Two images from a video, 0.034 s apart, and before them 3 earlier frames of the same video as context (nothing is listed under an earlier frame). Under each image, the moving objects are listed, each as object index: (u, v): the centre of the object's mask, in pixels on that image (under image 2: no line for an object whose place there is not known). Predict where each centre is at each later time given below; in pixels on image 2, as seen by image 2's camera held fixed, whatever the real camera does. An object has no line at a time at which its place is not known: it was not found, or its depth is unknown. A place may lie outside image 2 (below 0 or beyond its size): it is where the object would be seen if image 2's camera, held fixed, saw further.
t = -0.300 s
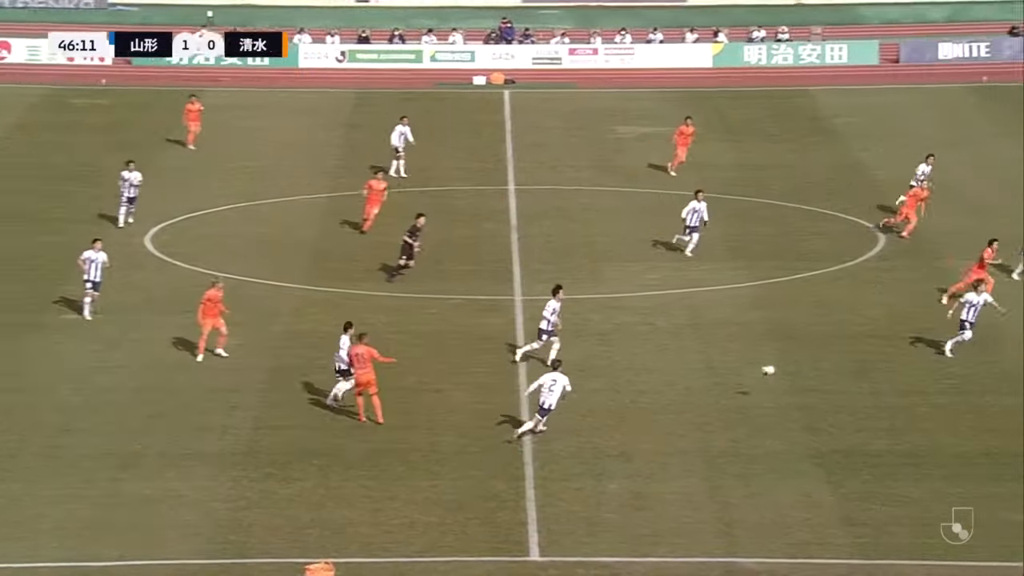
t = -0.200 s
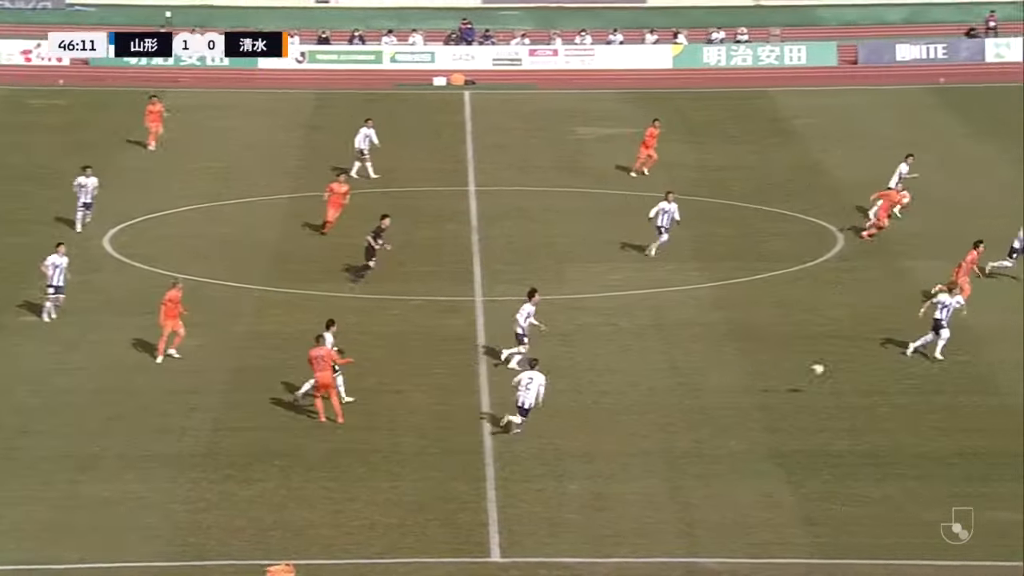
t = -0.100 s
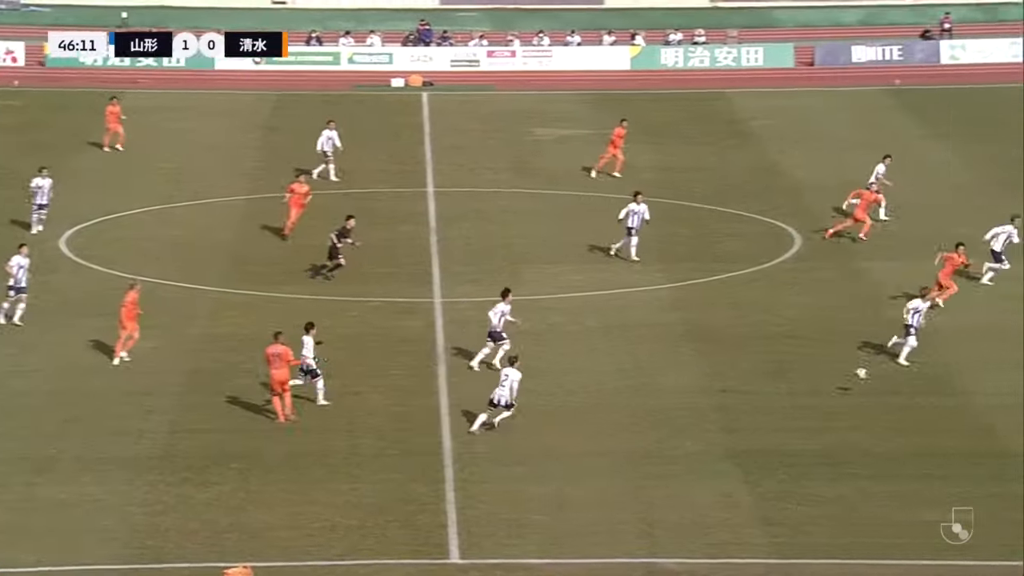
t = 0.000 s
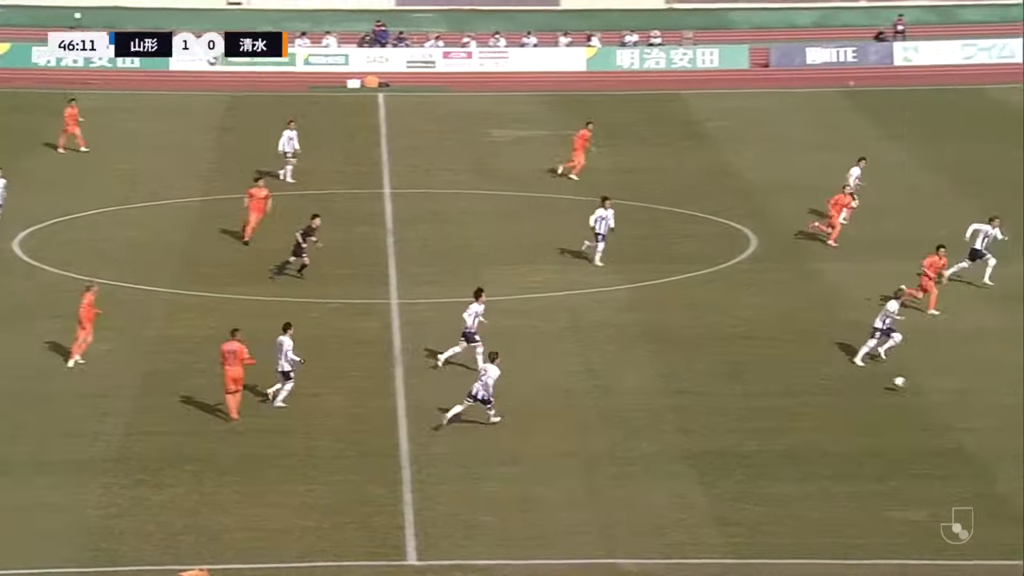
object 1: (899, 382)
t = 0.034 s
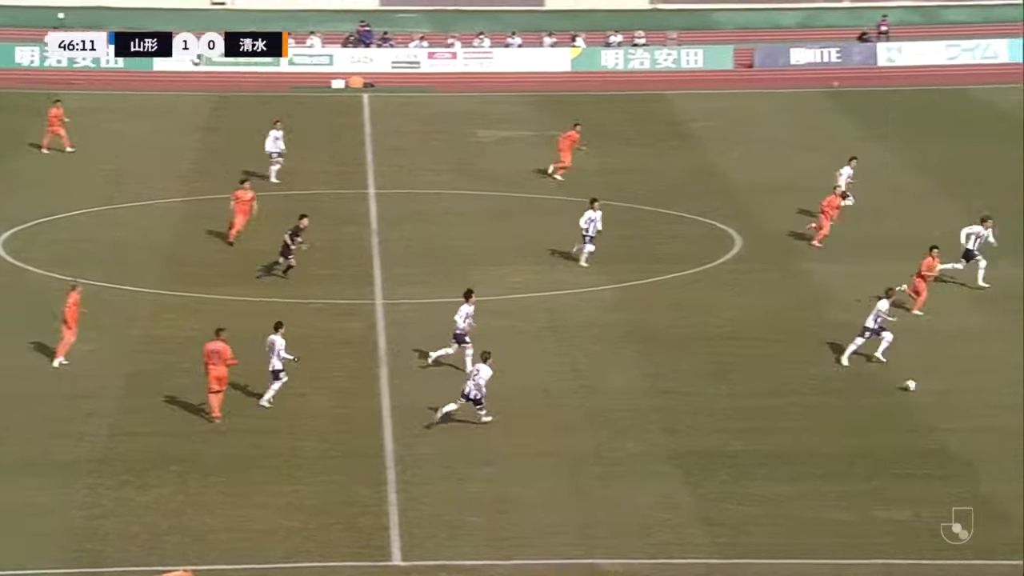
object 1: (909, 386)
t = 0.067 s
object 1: (935, 384)
